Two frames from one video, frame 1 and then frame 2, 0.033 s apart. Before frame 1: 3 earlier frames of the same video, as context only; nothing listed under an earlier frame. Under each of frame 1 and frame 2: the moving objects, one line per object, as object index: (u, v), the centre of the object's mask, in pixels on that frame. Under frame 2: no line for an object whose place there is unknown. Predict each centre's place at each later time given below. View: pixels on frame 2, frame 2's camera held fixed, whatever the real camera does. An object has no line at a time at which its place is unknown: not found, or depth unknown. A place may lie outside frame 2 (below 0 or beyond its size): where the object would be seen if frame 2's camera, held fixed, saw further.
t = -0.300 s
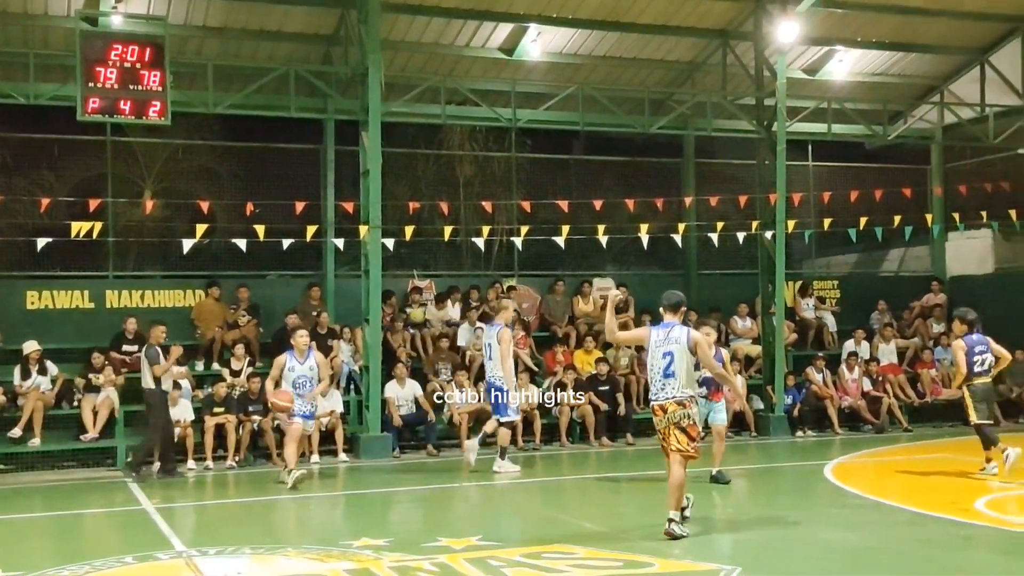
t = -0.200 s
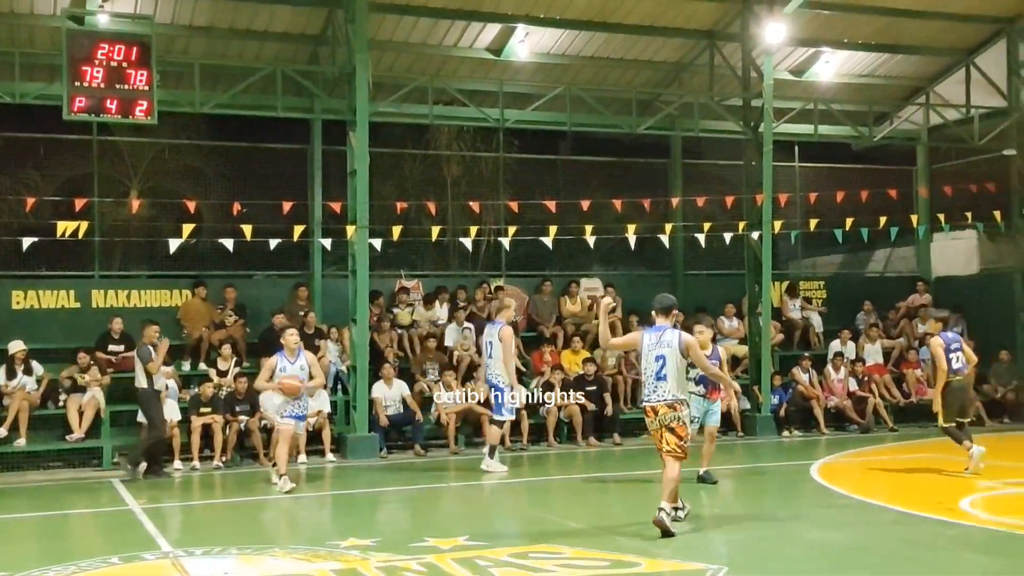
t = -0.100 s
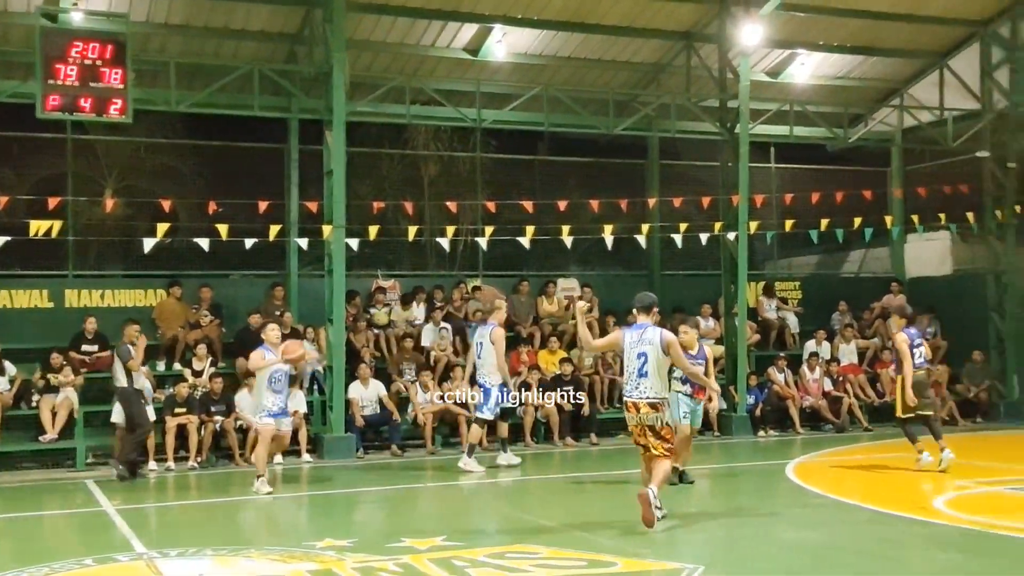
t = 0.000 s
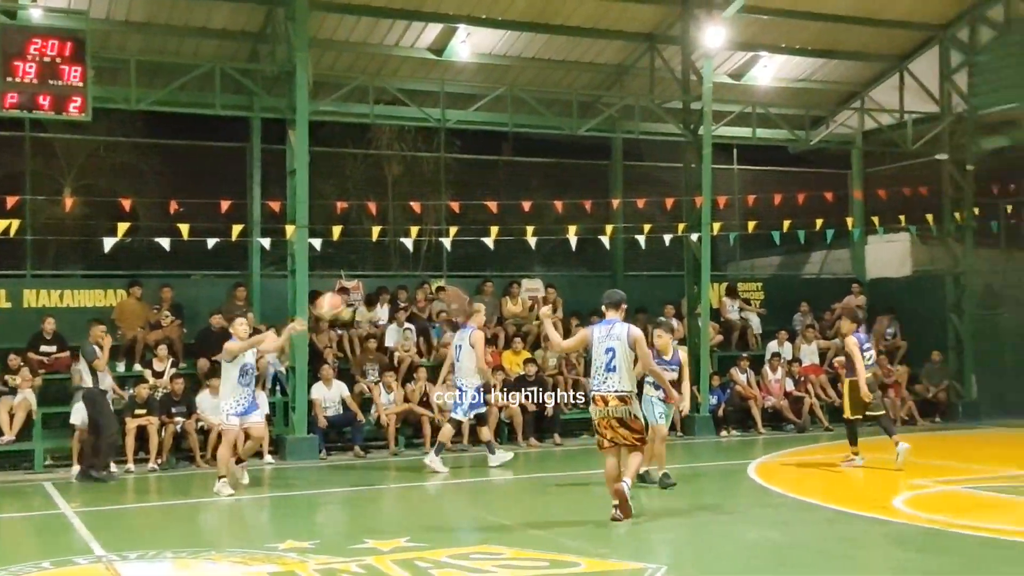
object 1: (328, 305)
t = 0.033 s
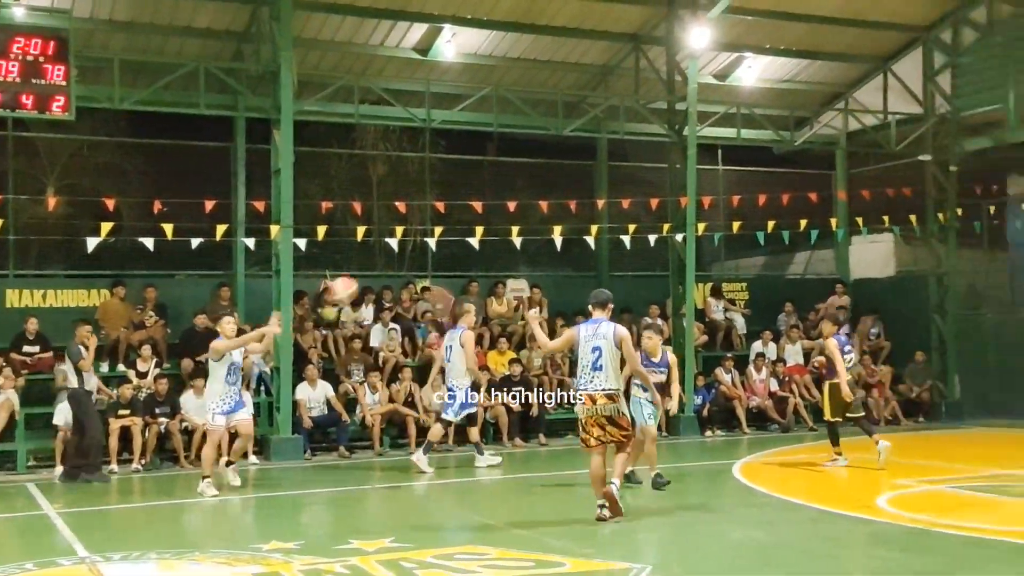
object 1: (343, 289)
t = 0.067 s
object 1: (373, 275)
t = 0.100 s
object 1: (405, 260)
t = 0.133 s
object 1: (437, 247)
